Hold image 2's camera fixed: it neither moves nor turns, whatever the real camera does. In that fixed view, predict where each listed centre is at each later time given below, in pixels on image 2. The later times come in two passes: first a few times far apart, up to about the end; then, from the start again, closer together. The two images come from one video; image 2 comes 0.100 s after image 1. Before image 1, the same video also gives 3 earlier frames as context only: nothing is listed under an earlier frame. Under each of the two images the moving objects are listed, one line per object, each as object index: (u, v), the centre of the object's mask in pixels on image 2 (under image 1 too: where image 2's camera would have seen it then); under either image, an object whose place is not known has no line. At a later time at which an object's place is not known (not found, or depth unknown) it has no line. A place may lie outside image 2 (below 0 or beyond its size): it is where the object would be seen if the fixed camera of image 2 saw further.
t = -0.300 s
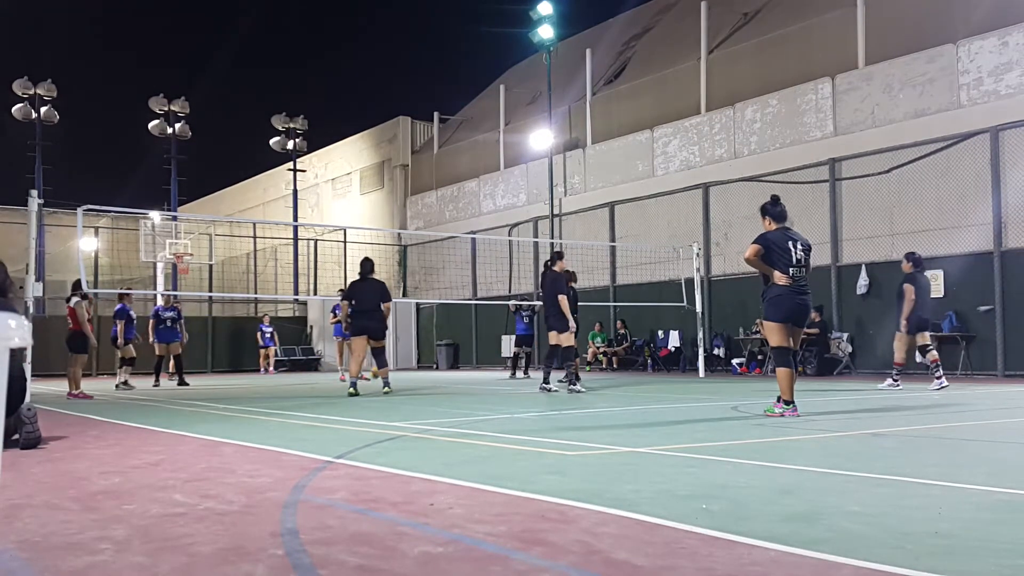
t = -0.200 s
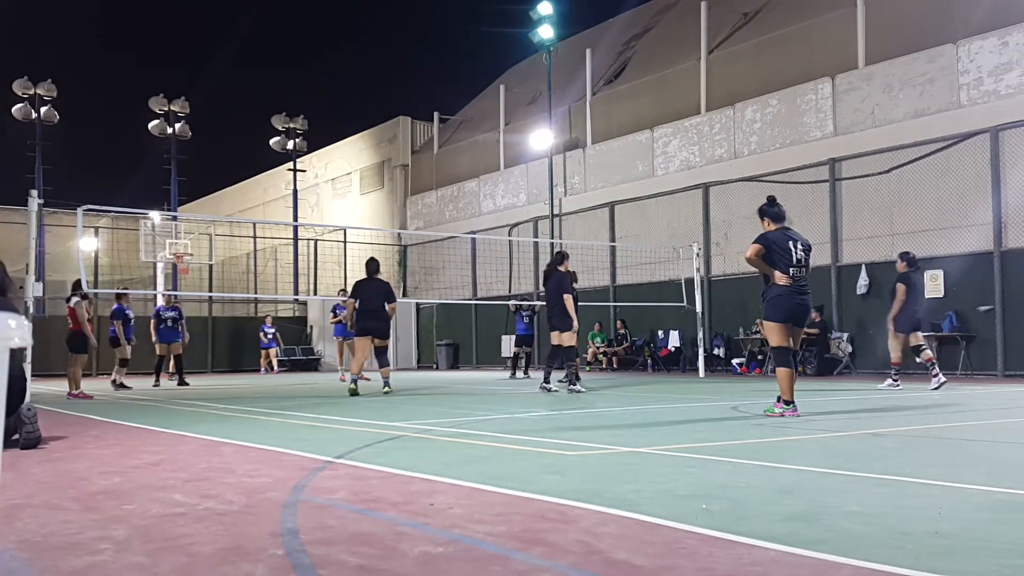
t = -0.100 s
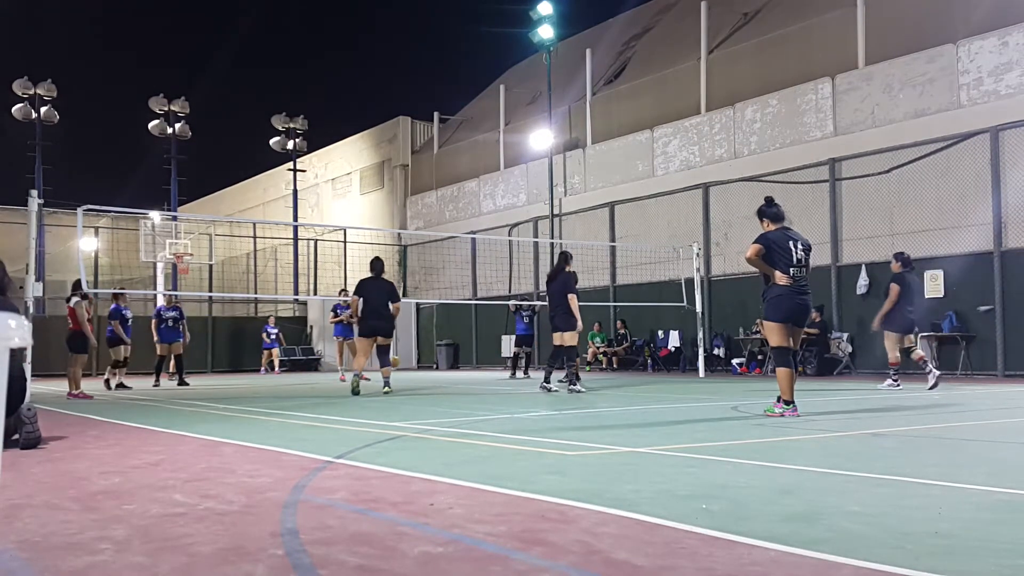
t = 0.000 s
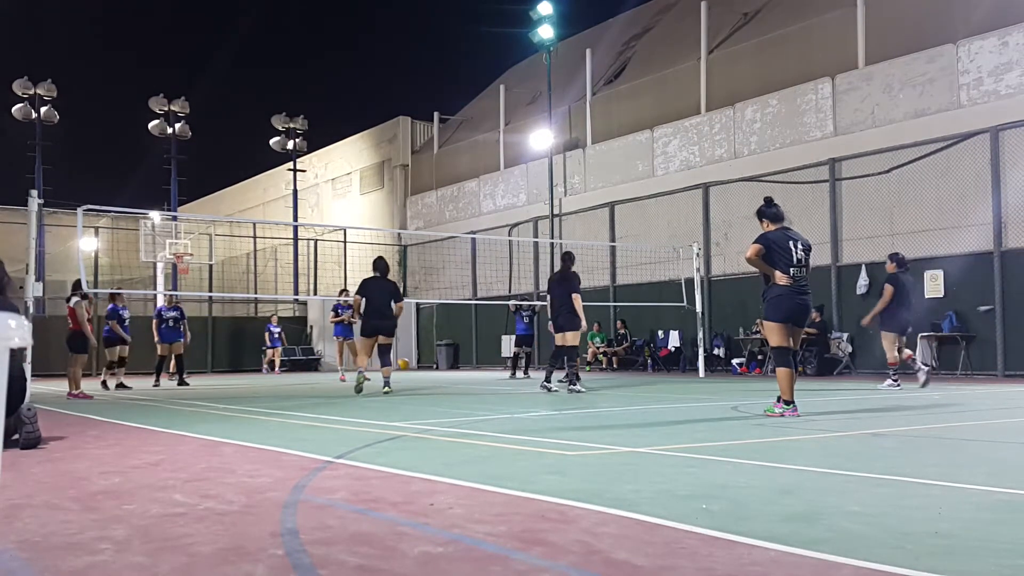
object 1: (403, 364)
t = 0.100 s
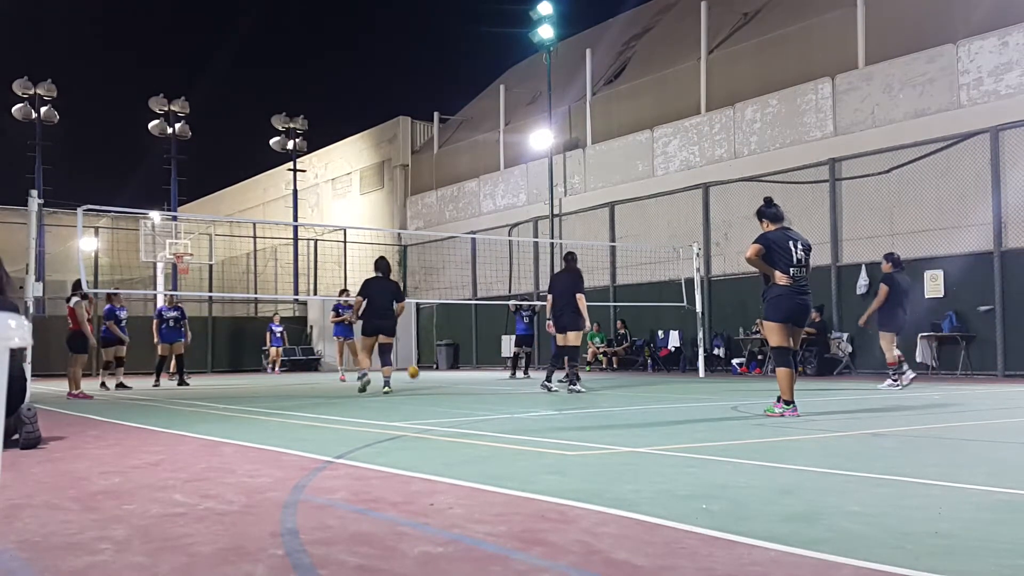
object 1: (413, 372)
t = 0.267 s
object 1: (430, 366)
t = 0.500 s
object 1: (458, 377)
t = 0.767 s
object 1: (493, 370)
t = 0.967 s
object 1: (523, 372)
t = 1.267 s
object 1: (575, 375)
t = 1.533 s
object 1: (629, 378)
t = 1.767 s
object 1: (684, 382)
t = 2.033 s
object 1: (760, 386)
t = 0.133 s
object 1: (417, 376)
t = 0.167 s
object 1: (420, 372)
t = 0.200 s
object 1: (423, 370)
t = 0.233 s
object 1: (428, 368)
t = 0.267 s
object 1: (430, 366)
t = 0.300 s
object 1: (435, 366)
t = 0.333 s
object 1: (437, 366)
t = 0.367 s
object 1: (441, 366)
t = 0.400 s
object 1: (446, 368)
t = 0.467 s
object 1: (454, 373)
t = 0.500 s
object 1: (458, 377)
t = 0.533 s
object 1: (462, 374)
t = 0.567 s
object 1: (466, 371)
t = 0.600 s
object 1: (470, 370)
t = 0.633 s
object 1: (476, 368)
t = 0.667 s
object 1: (480, 367)
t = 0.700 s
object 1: (484, 368)
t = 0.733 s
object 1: (488, 369)
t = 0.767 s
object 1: (493, 370)
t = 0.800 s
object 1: (497, 373)
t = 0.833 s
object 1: (503, 377)
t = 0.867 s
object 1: (508, 378)
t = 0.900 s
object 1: (512, 376)
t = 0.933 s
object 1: (518, 373)
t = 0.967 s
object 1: (523, 372)
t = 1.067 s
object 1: (542, 374)
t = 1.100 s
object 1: (545, 375)
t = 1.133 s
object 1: (550, 377)
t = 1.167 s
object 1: (556, 381)
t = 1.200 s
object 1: (559, 380)
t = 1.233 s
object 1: (570, 376)
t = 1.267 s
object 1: (575, 375)
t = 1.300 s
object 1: (580, 374)
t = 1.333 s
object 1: (586, 375)
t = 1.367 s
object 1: (593, 376)
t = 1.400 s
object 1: (600, 378)
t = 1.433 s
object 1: (608, 382)
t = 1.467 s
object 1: (613, 383)
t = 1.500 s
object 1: (621, 380)
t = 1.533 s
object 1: (629, 378)
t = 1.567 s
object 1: (636, 378)
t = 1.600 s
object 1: (643, 379)
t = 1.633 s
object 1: (651, 381)
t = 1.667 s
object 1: (658, 383)
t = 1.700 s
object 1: (668, 385)
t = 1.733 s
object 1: (676, 383)
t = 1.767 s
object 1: (684, 382)
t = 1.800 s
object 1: (693, 382)
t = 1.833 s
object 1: (701, 382)
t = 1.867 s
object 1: (711, 384)
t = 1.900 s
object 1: (720, 386)
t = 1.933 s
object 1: (730, 388)
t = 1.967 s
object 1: (739, 386)
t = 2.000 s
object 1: (750, 385)
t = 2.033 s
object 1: (760, 386)
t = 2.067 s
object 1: (768, 387)
